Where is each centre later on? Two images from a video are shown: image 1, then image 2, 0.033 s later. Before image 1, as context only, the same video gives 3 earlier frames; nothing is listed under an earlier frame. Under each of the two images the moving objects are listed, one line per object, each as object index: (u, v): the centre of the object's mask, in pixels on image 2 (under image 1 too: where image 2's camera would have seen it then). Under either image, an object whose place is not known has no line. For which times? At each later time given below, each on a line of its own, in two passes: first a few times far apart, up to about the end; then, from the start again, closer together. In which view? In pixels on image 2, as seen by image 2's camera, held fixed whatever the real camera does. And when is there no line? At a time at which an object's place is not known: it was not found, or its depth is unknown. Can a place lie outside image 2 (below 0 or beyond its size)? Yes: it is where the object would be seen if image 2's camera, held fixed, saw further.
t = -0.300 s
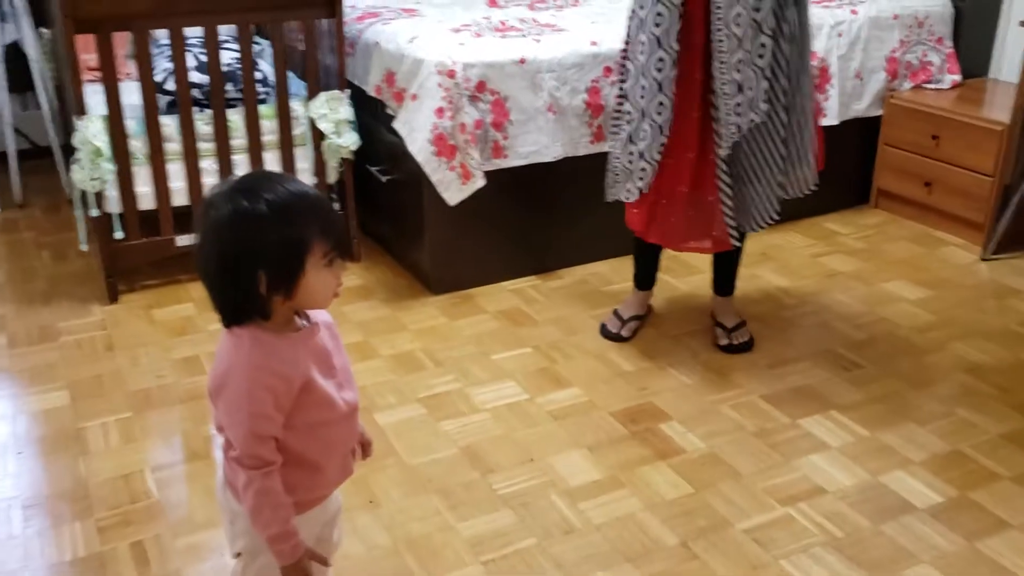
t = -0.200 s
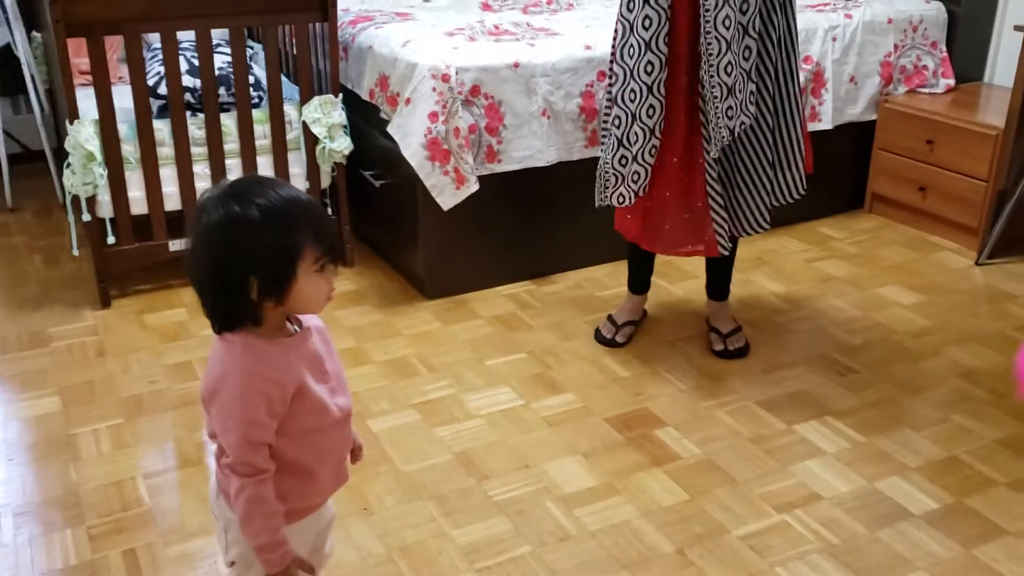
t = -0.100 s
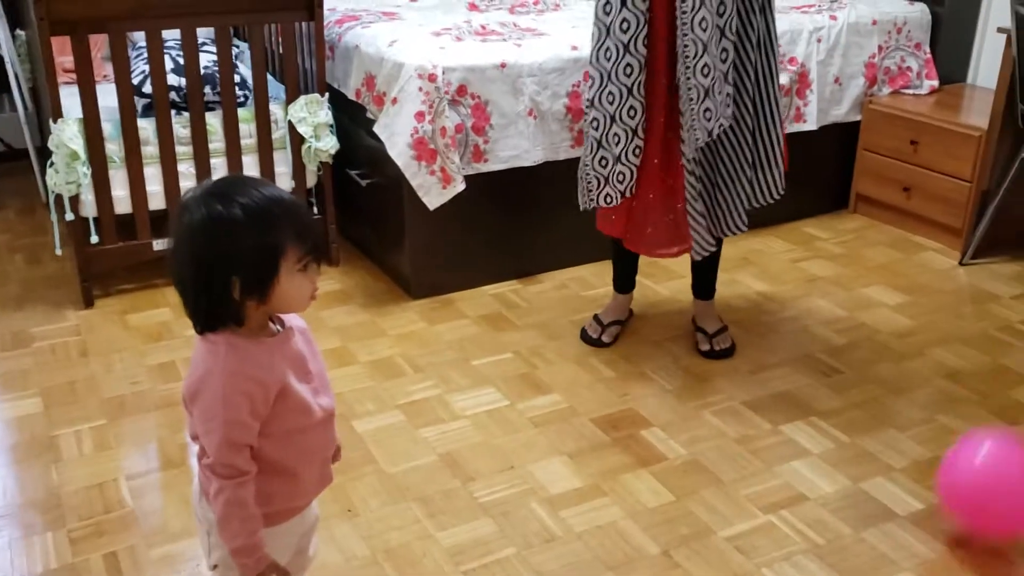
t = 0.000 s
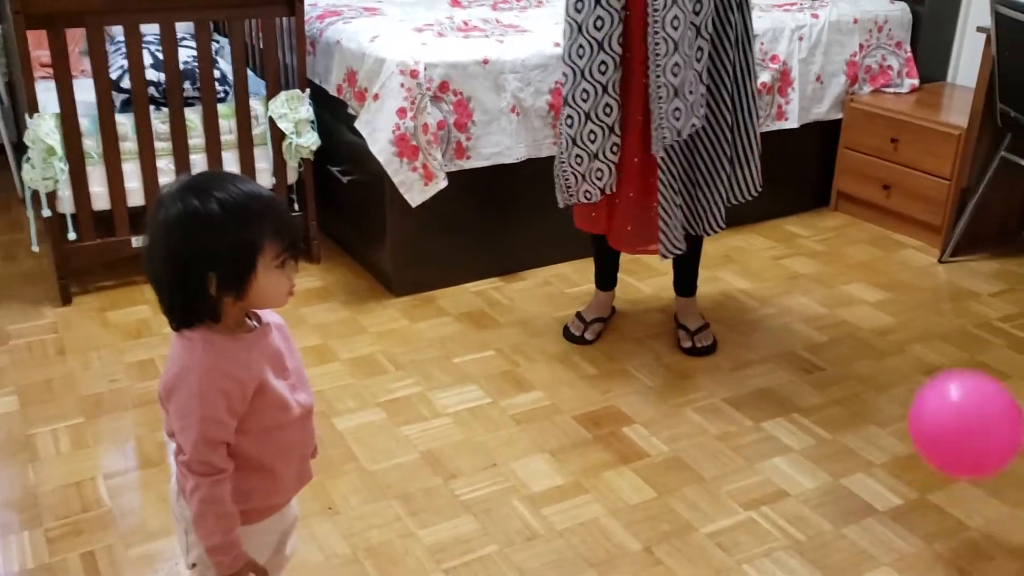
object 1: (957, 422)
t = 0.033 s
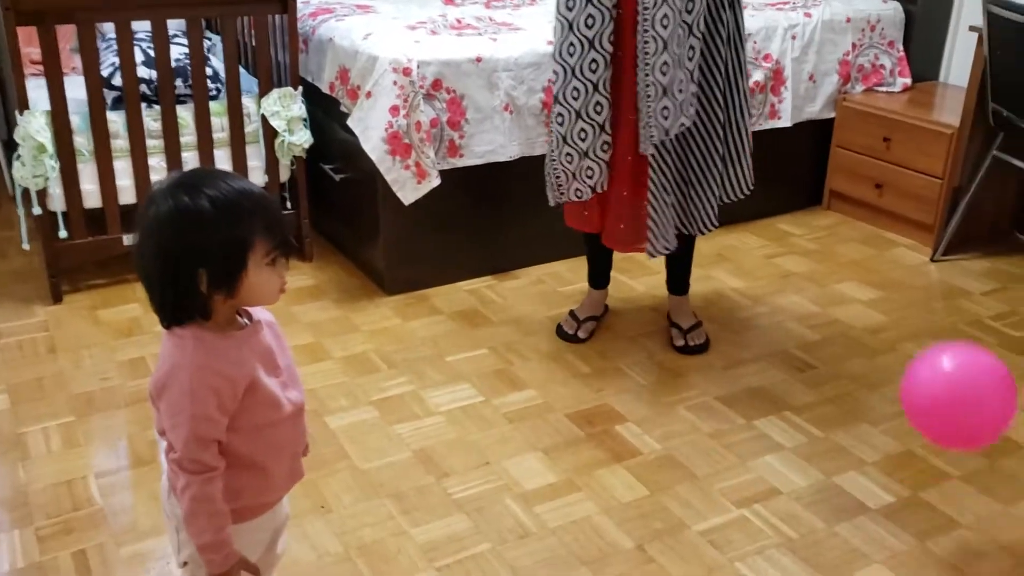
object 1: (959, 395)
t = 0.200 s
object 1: (950, 330)
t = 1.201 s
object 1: (762, 371)
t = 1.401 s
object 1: (723, 395)
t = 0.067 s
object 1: (959, 373)
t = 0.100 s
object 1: (959, 355)
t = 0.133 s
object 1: (958, 342)
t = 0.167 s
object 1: (954, 333)
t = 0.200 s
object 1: (950, 330)
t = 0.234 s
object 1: (945, 332)
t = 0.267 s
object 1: (939, 339)
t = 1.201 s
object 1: (762, 371)
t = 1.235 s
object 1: (754, 379)
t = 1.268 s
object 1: (746, 391)
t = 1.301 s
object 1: (737, 408)
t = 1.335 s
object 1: (729, 429)
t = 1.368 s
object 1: (726, 414)
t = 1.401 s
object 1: (723, 395)
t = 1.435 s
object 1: (720, 380)
